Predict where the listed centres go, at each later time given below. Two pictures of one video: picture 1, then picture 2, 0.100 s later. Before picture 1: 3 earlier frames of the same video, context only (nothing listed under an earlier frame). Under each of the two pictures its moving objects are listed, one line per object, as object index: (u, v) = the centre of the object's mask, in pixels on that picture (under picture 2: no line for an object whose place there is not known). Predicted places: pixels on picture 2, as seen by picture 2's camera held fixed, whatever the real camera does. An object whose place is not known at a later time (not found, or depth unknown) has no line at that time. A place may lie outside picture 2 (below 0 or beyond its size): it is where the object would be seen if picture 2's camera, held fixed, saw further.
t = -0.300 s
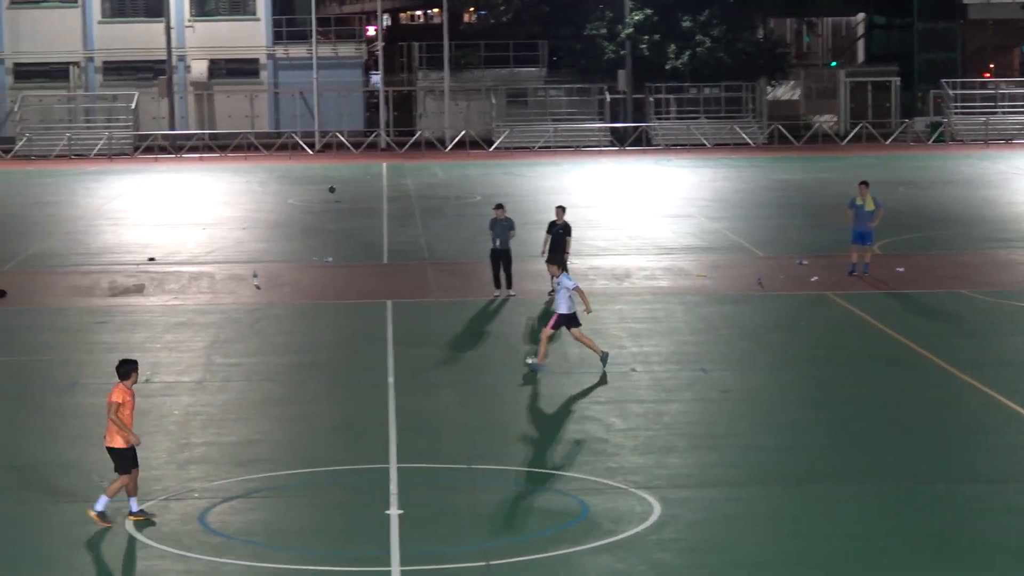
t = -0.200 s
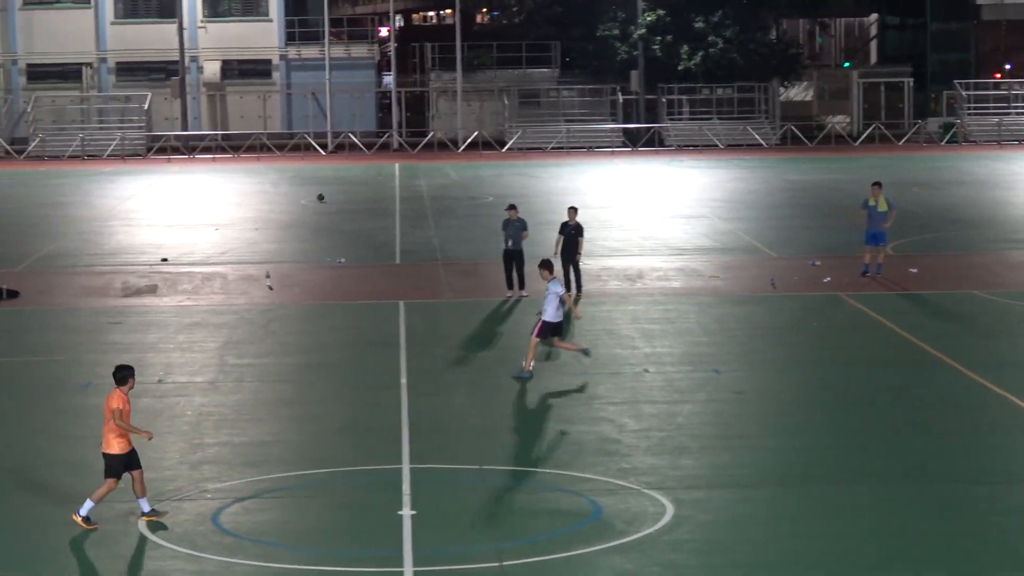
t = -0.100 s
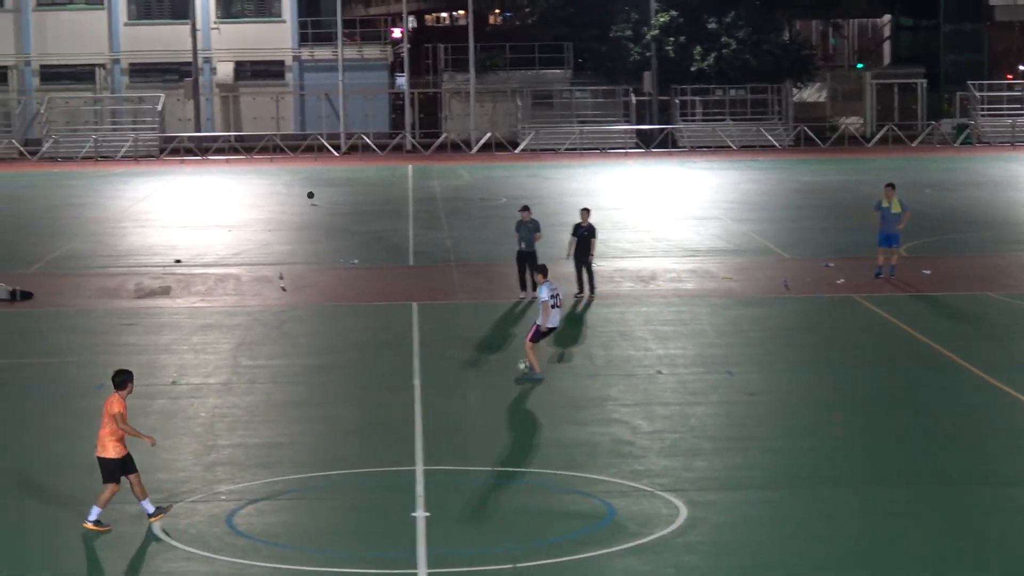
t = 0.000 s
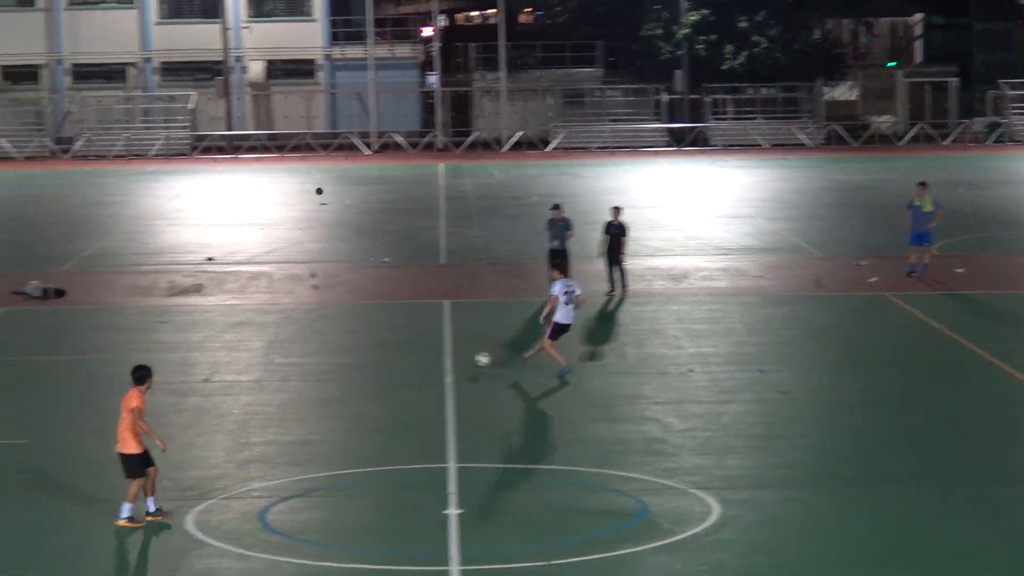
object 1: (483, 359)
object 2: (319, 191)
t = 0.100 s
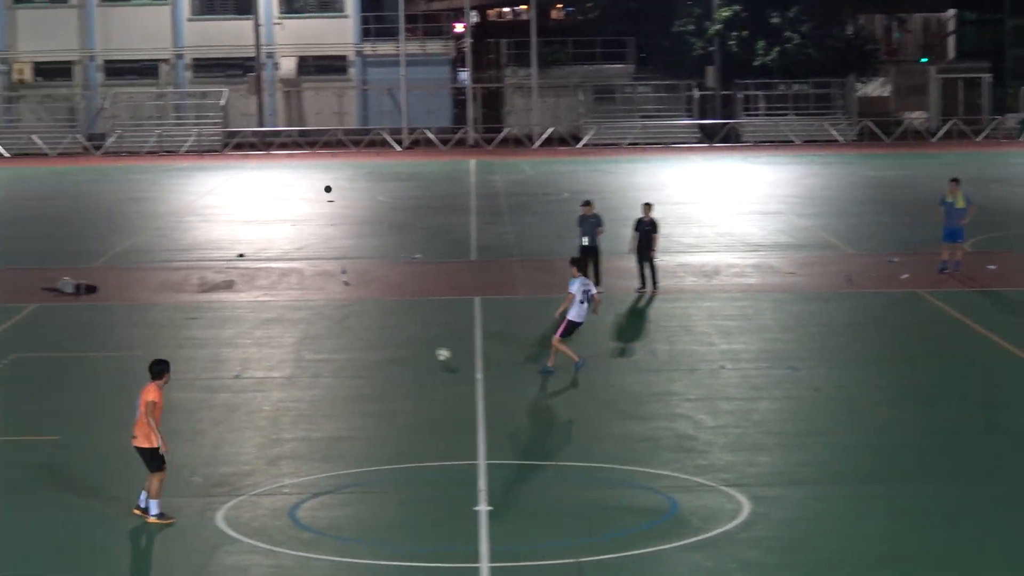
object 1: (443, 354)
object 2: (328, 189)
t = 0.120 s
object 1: (431, 353)
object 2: (326, 190)
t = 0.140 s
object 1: (420, 352)
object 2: (324, 191)
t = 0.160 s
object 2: (322, 192)
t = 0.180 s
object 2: (320, 193)
